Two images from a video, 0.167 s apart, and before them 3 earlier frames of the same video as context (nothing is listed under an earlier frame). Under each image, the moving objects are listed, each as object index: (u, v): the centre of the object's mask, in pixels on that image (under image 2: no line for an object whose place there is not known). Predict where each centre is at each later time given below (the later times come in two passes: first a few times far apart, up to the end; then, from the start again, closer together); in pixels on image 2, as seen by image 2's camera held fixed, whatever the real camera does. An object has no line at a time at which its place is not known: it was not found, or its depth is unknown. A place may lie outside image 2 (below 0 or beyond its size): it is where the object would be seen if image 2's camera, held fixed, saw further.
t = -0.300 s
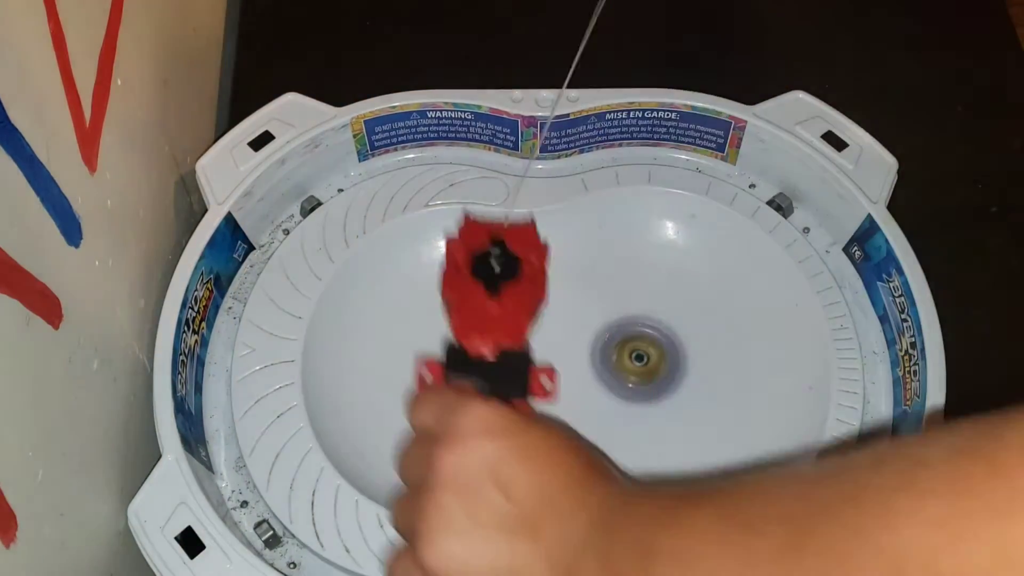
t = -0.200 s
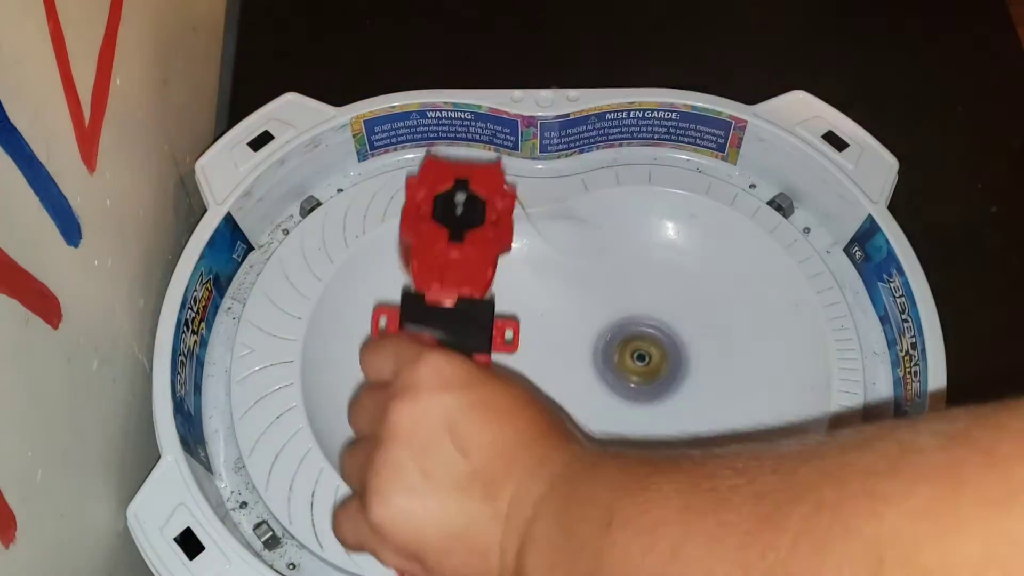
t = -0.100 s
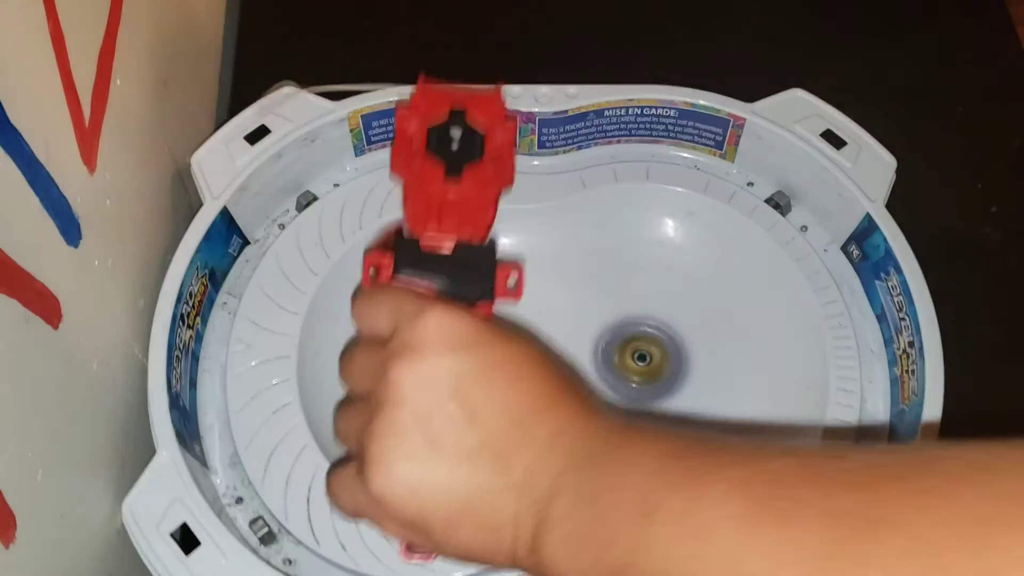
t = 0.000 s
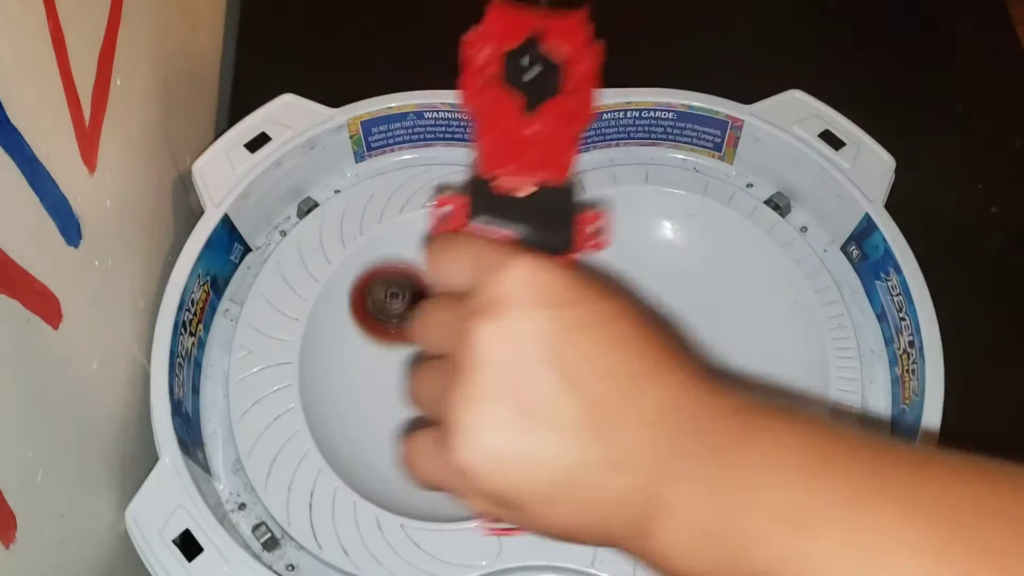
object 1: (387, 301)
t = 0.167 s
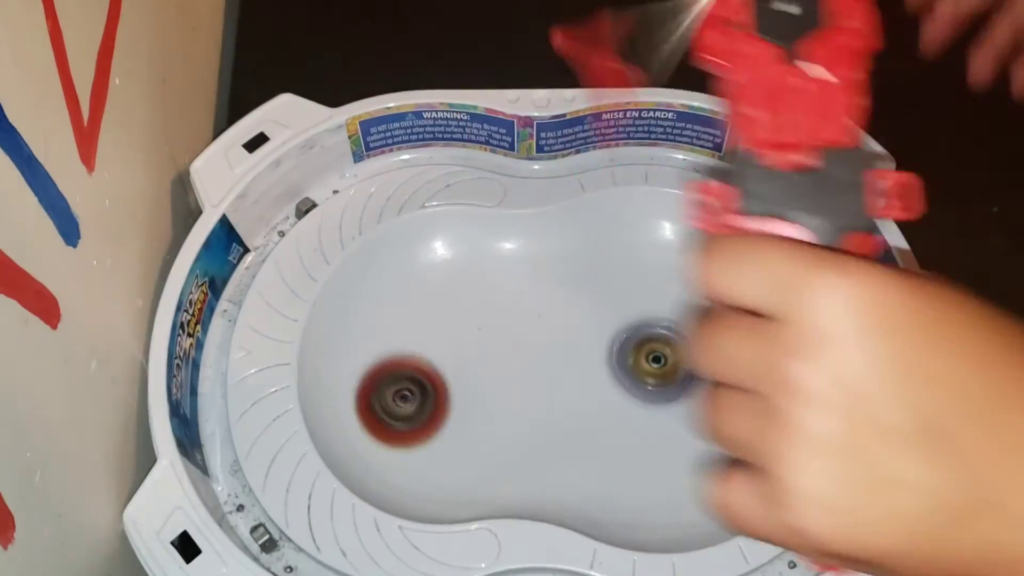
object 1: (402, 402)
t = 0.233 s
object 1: (441, 428)
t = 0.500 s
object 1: (542, 391)
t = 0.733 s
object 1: (480, 340)
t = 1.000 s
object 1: (356, 364)
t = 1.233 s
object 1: (500, 428)
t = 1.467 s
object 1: (574, 345)
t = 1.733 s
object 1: (405, 306)
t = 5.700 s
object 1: (758, 313)
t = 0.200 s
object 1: (419, 418)
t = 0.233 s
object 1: (441, 428)
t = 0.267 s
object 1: (465, 432)
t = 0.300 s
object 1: (491, 429)
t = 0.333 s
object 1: (519, 421)
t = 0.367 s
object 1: (549, 409)
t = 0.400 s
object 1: (550, 405)
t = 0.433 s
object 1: (544, 402)
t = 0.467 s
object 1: (542, 398)
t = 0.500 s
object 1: (542, 391)
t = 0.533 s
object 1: (542, 384)
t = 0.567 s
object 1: (538, 376)
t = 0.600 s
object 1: (532, 368)
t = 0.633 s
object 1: (523, 360)
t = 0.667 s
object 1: (511, 352)
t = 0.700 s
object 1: (497, 346)
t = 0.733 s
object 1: (480, 340)
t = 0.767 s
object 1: (462, 335)
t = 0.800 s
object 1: (442, 331)
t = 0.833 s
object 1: (421, 328)
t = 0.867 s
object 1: (400, 327)
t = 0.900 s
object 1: (381, 330)
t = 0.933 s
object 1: (367, 338)
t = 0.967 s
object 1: (358, 349)
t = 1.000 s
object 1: (356, 364)
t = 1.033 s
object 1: (360, 381)
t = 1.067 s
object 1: (371, 400)
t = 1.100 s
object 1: (389, 418)
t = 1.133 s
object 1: (413, 432)
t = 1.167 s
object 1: (442, 438)
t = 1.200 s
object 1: (471, 436)
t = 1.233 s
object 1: (500, 428)
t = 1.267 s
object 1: (530, 415)
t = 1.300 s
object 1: (559, 400)
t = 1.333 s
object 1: (587, 382)
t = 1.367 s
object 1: (611, 363)
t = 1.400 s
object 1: (612, 352)
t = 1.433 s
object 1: (593, 349)
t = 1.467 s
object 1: (574, 345)
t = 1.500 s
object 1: (555, 339)
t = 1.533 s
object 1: (536, 332)
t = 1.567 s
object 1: (516, 327)
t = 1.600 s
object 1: (496, 323)
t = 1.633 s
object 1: (475, 317)
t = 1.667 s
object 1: (452, 312)
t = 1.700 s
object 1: (428, 308)
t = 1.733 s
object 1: (405, 306)
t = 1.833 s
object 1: (358, 336)
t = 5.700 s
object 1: (758, 313)
